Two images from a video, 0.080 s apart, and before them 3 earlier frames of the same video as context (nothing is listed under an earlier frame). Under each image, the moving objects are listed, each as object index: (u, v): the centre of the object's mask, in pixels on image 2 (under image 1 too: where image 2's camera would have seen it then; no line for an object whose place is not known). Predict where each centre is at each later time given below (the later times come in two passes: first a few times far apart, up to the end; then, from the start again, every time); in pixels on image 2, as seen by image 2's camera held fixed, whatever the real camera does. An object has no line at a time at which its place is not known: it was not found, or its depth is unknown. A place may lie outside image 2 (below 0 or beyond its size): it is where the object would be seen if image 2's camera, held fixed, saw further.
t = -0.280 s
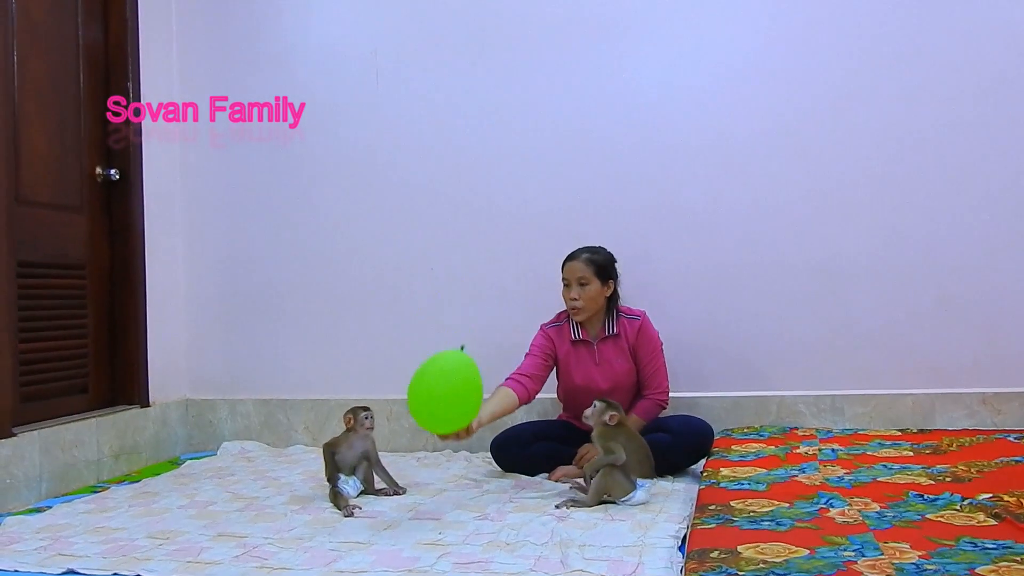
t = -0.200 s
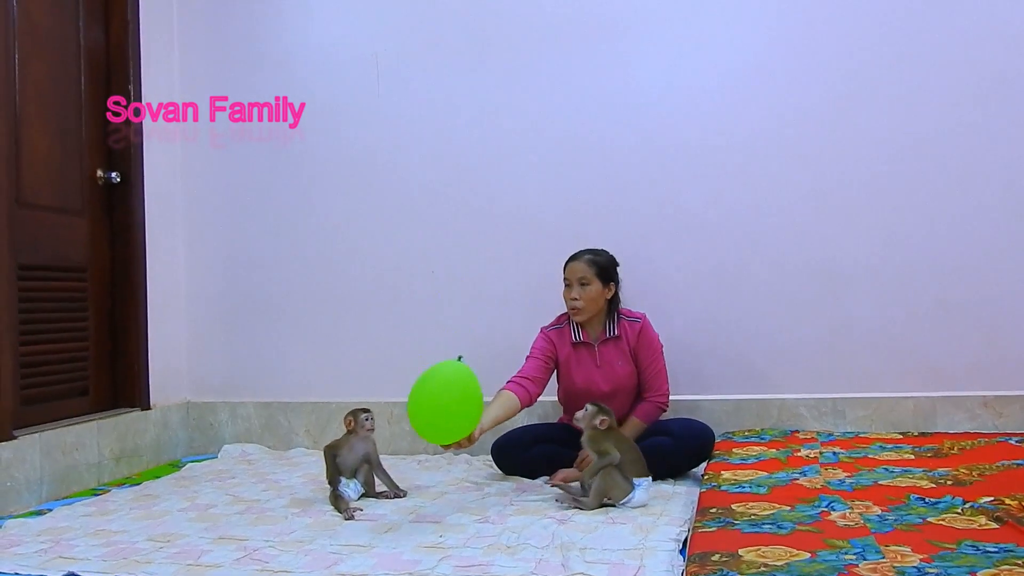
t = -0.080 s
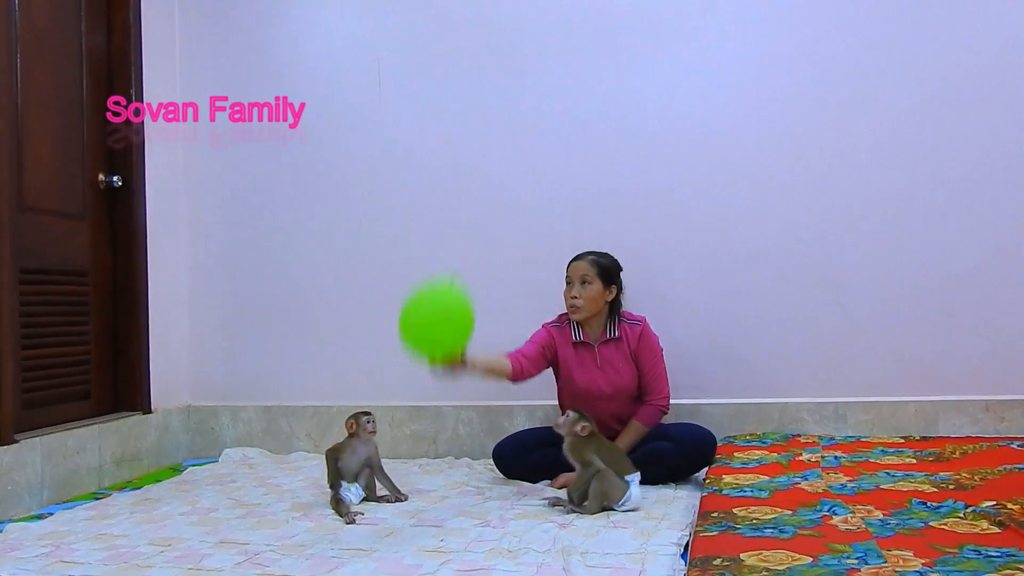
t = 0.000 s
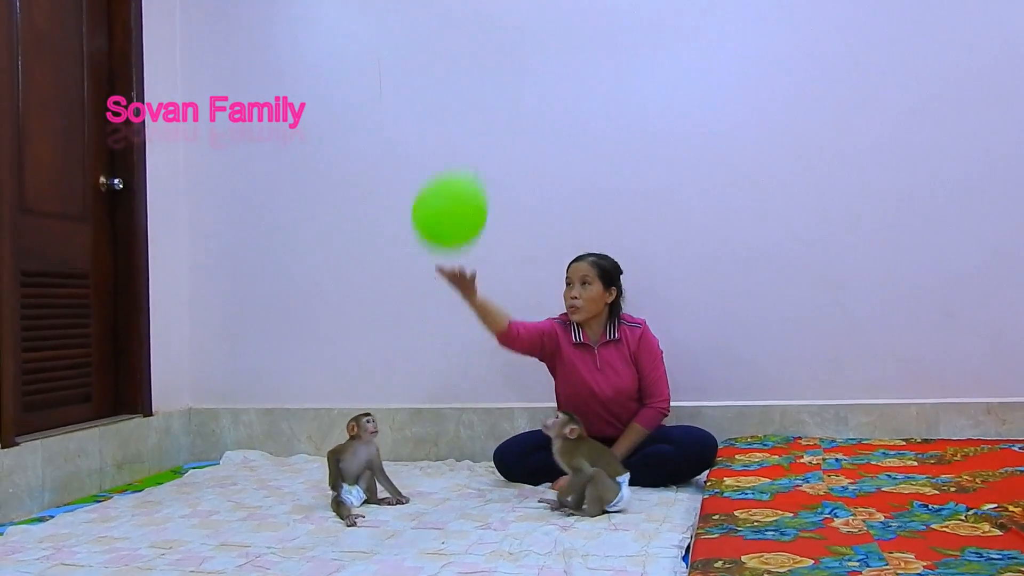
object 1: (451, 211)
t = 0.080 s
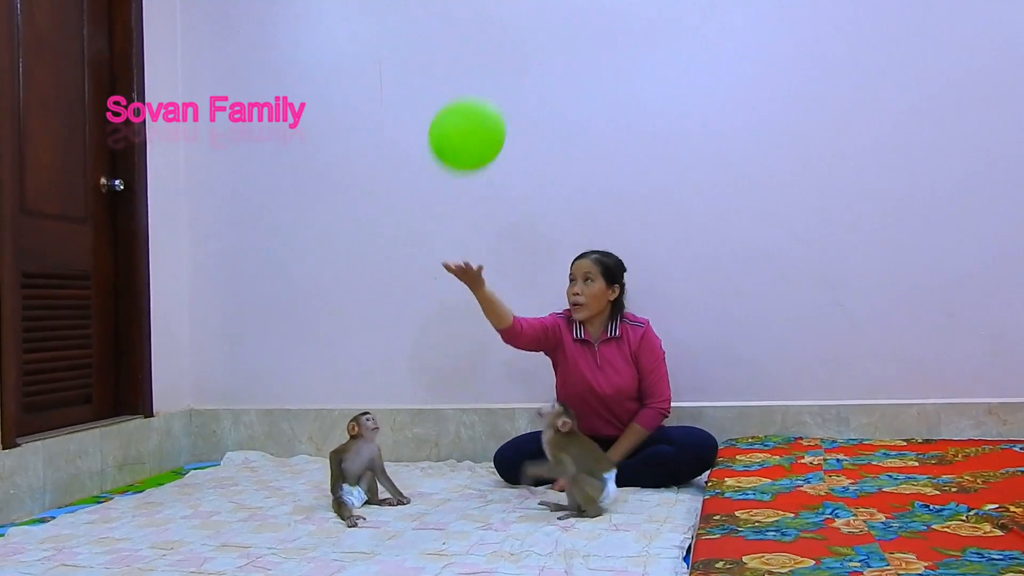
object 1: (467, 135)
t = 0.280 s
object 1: (502, 50)
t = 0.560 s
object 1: (533, 37)
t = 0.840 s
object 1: (553, 83)
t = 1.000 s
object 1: (559, 126)
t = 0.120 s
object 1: (474, 108)
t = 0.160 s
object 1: (482, 87)
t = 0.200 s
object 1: (489, 71)
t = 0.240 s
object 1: (496, 59)
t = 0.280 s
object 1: (502, 50)
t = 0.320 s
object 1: (507, 43)
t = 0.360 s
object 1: (512, 37)
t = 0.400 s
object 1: (517, 34)
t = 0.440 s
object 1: (522, 33)
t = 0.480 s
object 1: (526, 33)
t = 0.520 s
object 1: (529, 34)
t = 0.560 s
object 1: (533, 37)
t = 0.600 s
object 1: (536, 41)
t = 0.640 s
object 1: (539, 45)
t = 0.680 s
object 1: (543, 51)
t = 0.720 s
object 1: (545, 58)
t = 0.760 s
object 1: (548, 65)
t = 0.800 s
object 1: (551, 74)
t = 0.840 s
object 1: (553, 83)
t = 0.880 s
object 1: (555, 92)
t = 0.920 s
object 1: (557, 103)
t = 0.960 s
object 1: (558, 114)
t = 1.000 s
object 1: (559, 126)
